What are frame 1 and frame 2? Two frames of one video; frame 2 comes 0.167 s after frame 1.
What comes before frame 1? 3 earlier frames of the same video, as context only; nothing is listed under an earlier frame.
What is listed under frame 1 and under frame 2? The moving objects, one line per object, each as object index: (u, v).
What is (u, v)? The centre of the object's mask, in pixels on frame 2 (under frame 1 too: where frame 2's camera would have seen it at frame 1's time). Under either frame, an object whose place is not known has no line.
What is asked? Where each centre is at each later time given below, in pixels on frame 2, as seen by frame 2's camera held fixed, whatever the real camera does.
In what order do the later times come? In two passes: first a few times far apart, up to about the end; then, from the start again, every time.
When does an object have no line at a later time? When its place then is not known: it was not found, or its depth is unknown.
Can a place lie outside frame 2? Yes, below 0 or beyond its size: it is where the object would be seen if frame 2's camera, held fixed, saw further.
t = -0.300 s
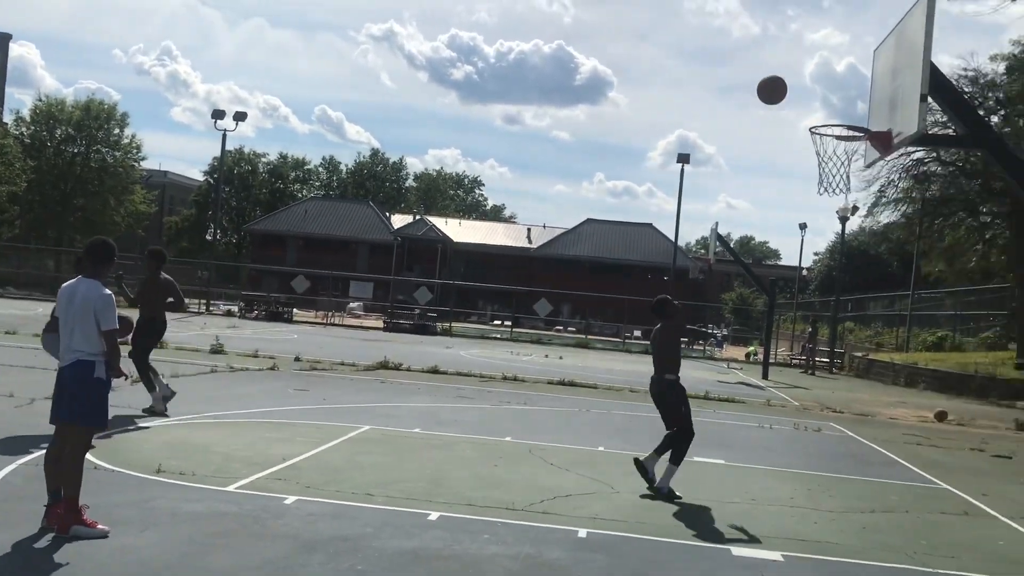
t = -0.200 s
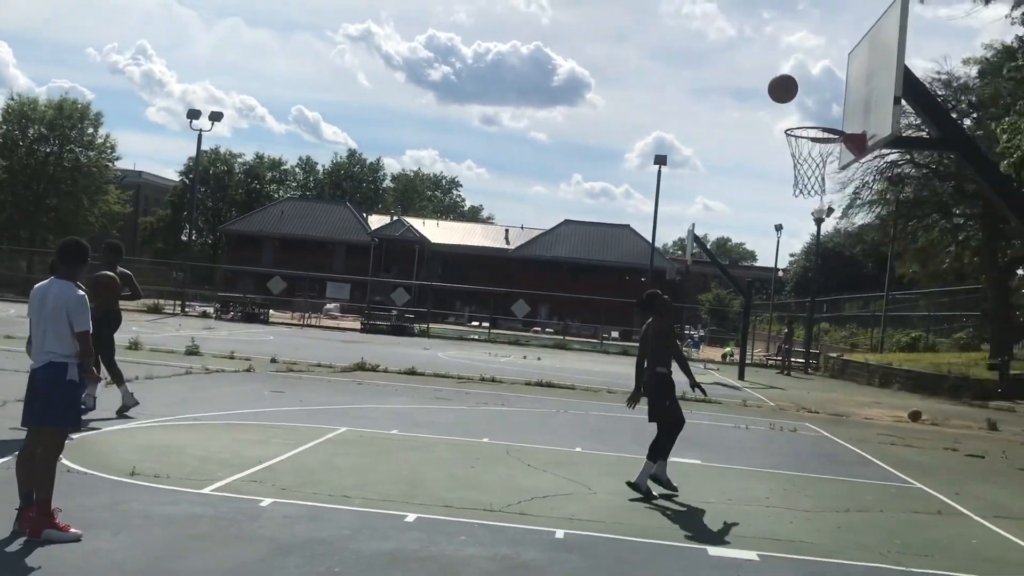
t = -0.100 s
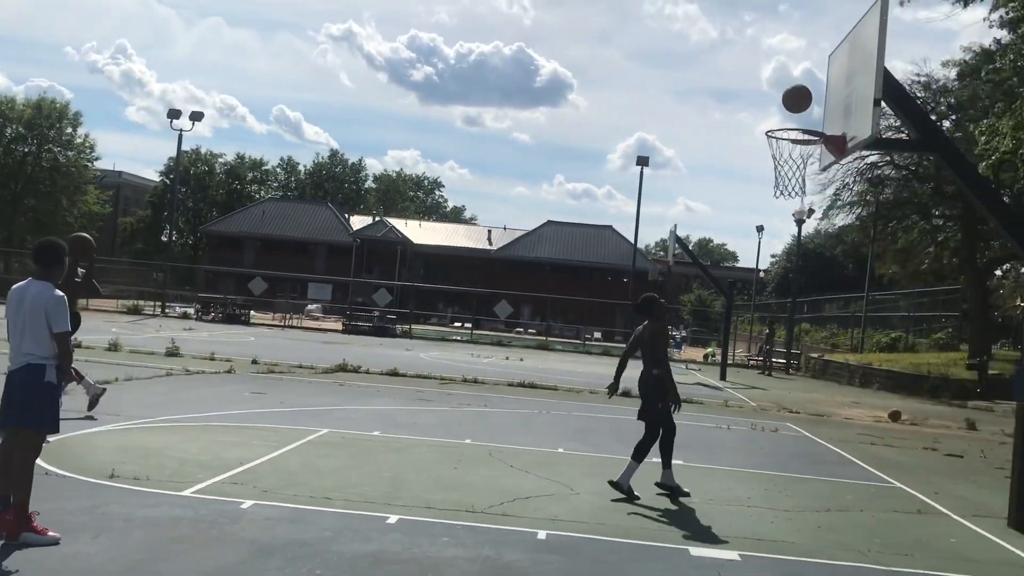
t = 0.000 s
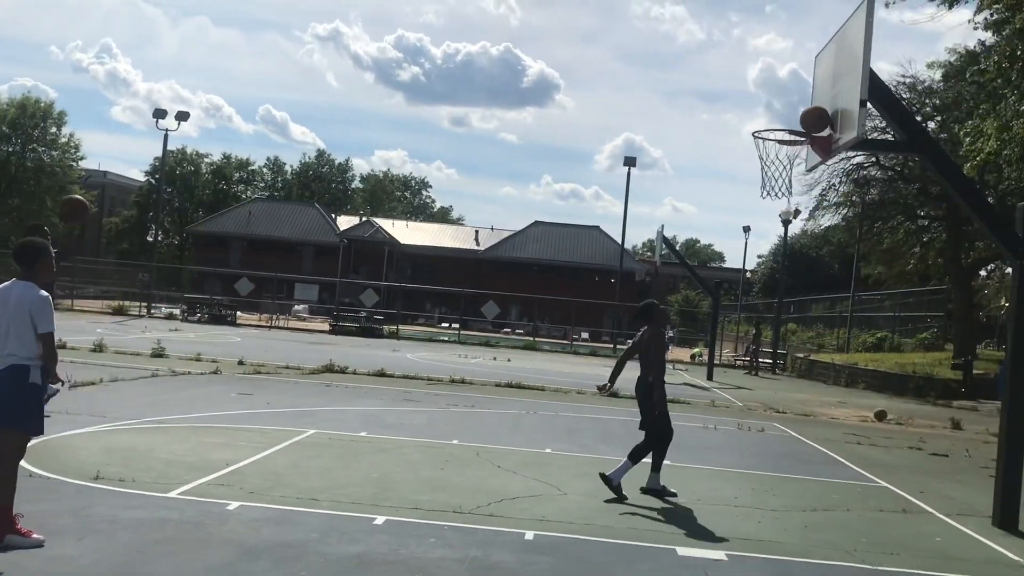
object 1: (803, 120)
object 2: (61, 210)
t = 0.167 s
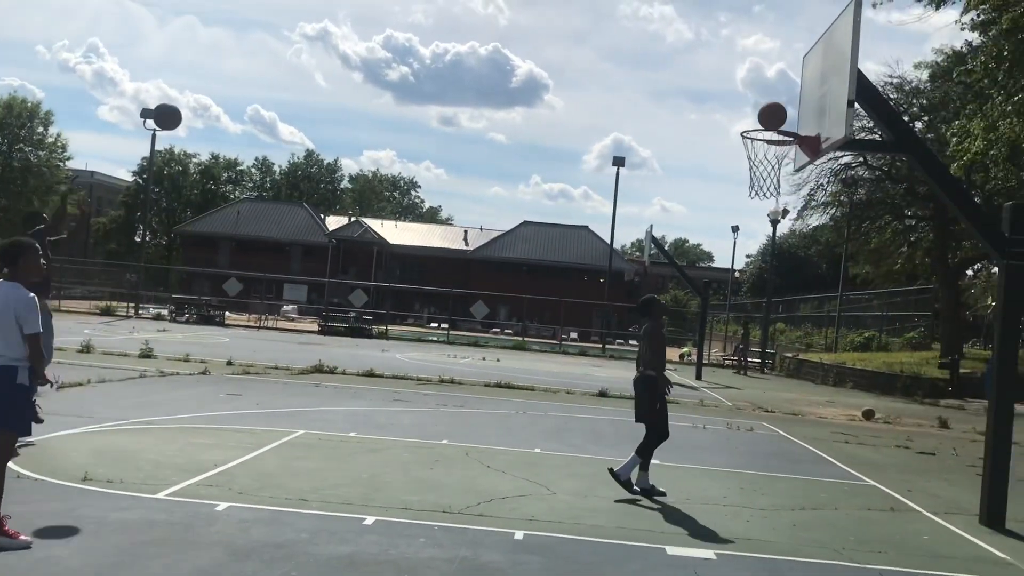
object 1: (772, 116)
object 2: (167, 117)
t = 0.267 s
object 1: (752, 120)
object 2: (236, 75)
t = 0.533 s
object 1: (704, 134)
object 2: (410, 20)
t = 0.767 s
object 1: (657, 208)
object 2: (554, 39)
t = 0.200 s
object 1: (765, 117)
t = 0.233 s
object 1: (759, 117)
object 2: (213, 88)
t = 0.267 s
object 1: (752, 120)
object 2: (236, 75)
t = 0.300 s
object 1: (745, 120)
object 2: (258, 64)
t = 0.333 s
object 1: (740, 119)
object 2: (280, 54)
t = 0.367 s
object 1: (734, 119)
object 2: (302, 45)
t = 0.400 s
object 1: (728, 120)
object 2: (324, 38)
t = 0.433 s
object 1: (722, 121)
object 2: (346, 31)
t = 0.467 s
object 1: (717, 124)
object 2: (367, 26)
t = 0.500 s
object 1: (710, 129)
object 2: (389, 22)
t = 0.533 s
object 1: (704, 134)
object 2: (410, 20)
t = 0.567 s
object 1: (698, 141)
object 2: (431, 19)
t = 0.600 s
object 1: (691, 149)
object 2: (452, 19)
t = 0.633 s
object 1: (685, 158)
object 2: (473, 20)
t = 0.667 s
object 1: (678, 169)
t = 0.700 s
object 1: (671, 180)
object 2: (514, 27)
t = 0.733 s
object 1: (664, 193)
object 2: (534, 32)
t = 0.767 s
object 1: (657, 208)
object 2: (554, 39)
